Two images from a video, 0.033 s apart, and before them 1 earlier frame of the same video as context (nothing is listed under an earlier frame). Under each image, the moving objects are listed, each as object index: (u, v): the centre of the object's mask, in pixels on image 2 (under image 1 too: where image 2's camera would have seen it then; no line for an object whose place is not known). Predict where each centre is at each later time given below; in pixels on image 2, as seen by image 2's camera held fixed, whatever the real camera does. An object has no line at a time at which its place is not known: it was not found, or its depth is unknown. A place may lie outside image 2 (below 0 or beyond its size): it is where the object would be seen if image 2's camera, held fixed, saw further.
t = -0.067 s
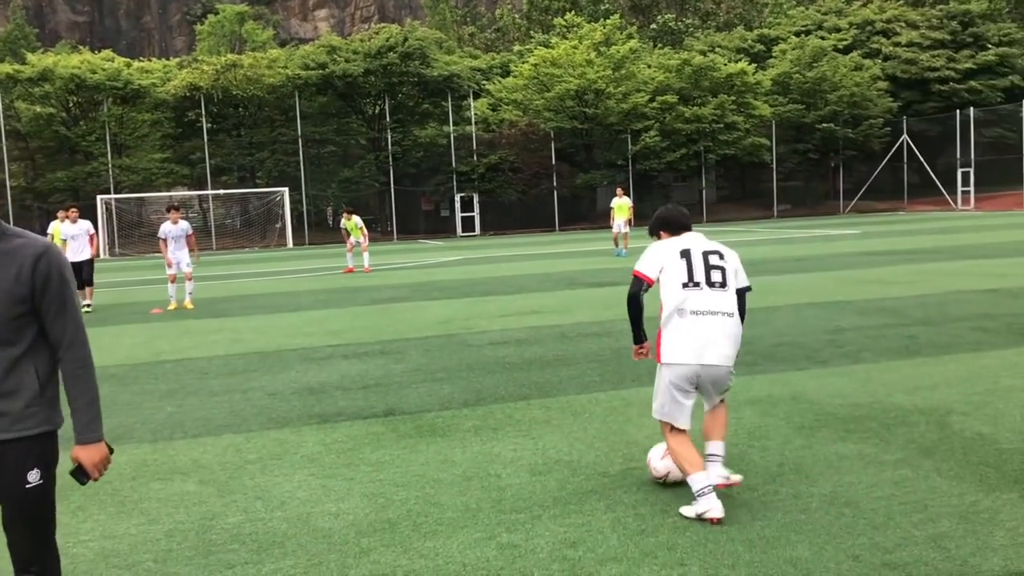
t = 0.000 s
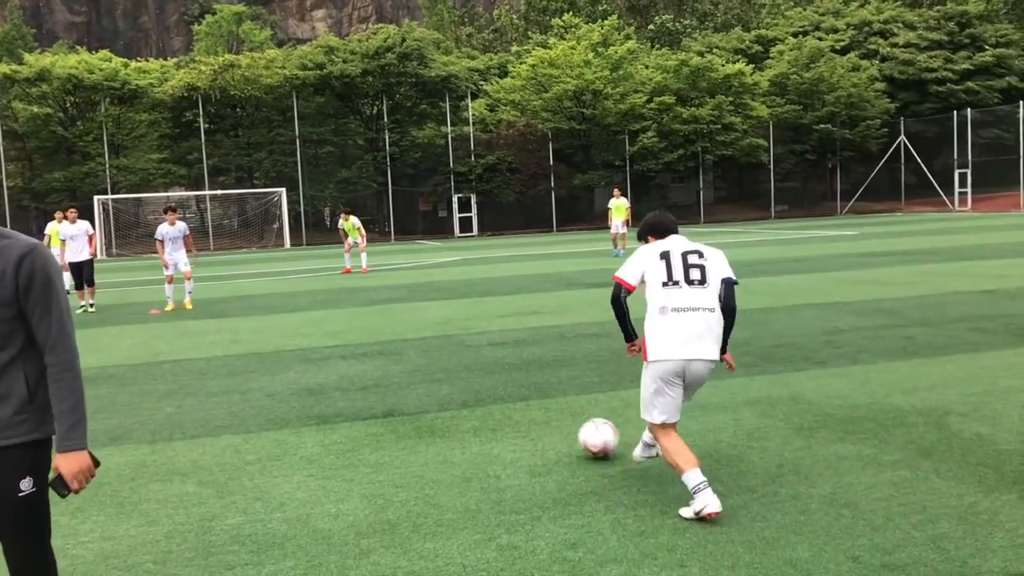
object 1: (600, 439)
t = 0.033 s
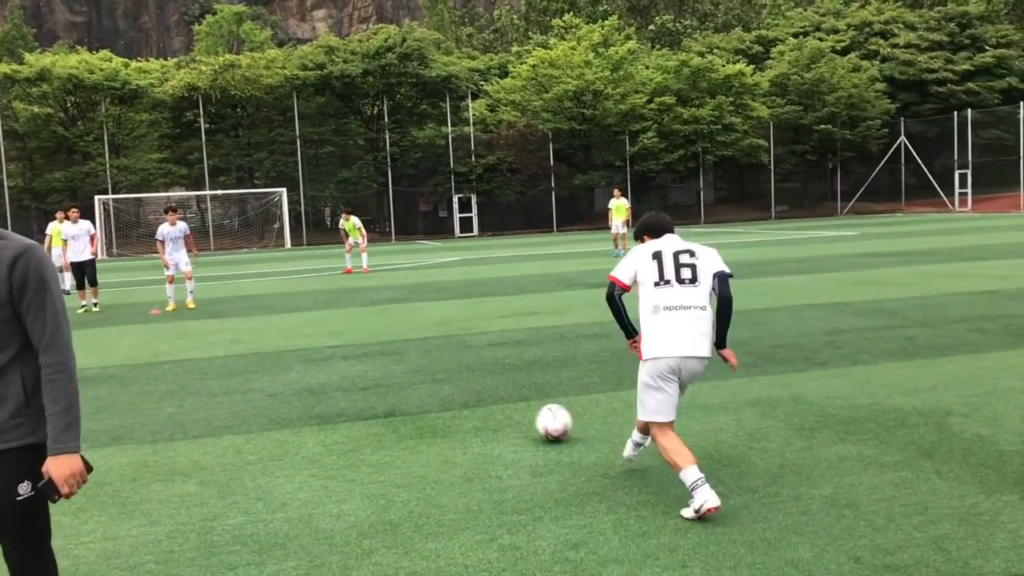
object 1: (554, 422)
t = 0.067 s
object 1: (514, 410)
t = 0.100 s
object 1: (480, 400)
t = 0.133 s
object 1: (451, 390)
